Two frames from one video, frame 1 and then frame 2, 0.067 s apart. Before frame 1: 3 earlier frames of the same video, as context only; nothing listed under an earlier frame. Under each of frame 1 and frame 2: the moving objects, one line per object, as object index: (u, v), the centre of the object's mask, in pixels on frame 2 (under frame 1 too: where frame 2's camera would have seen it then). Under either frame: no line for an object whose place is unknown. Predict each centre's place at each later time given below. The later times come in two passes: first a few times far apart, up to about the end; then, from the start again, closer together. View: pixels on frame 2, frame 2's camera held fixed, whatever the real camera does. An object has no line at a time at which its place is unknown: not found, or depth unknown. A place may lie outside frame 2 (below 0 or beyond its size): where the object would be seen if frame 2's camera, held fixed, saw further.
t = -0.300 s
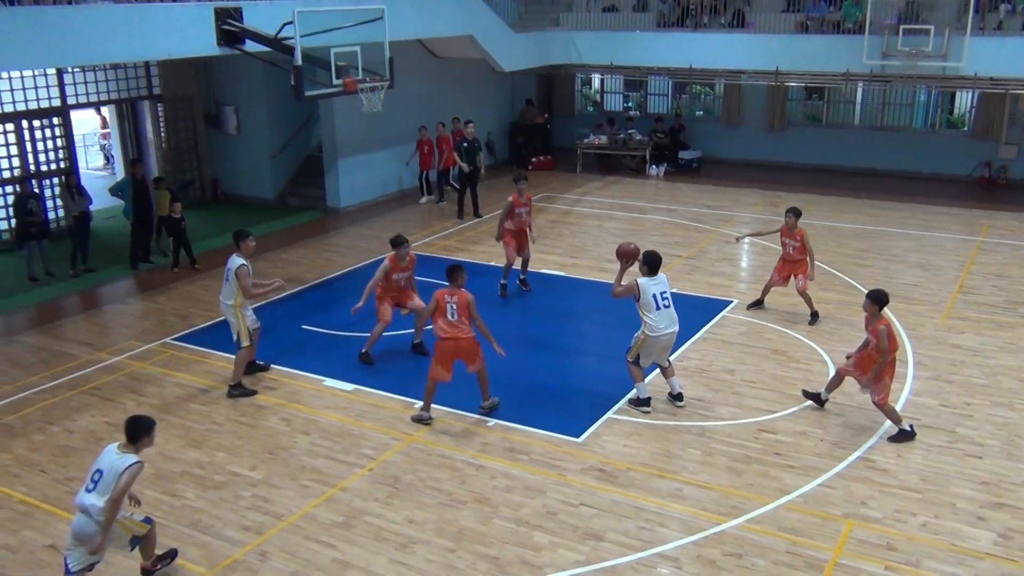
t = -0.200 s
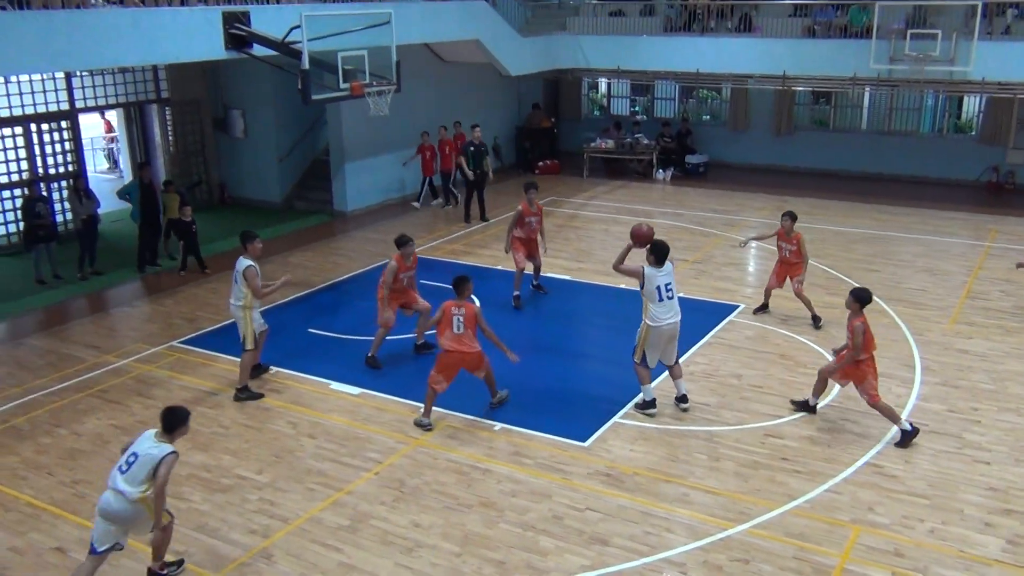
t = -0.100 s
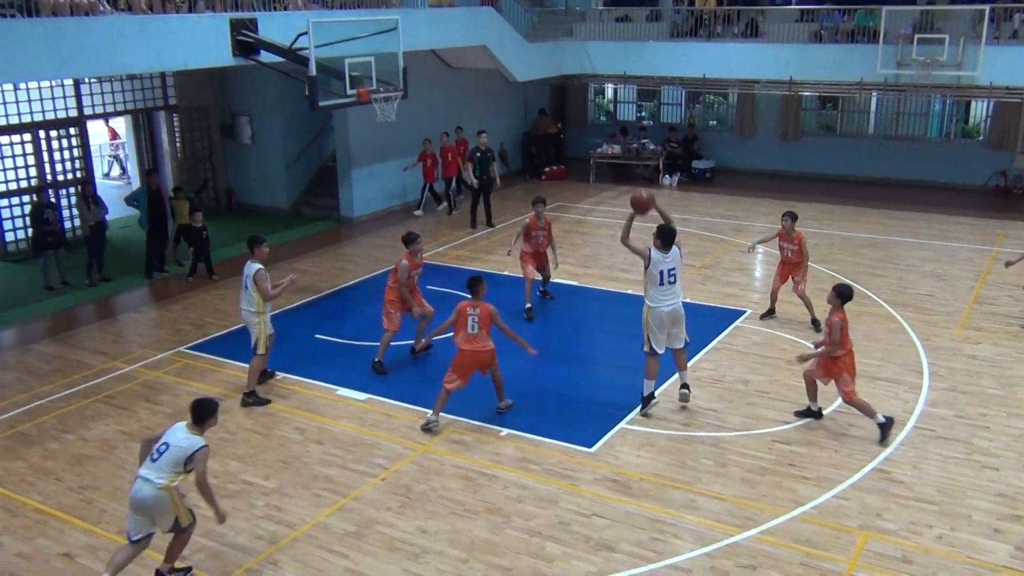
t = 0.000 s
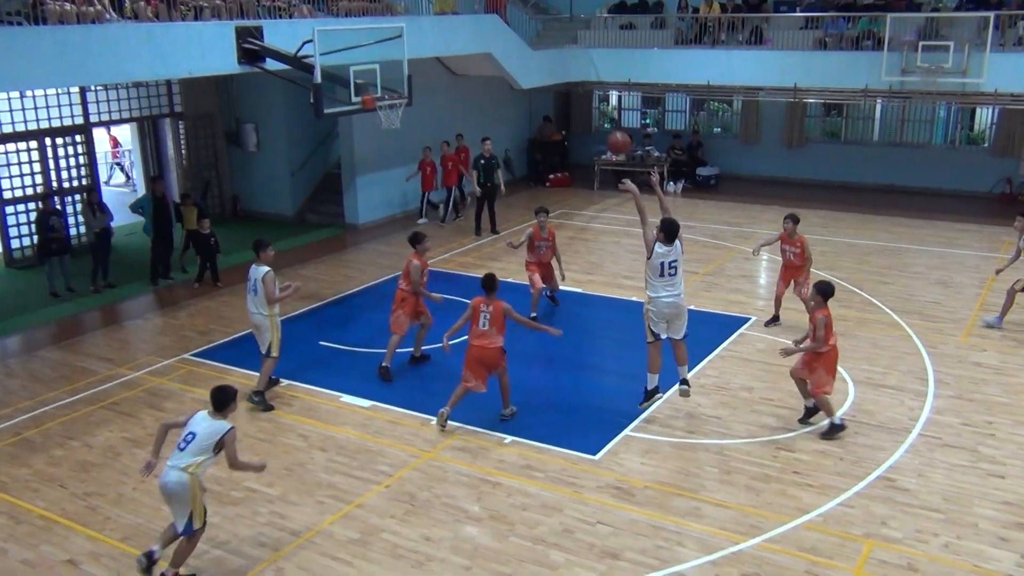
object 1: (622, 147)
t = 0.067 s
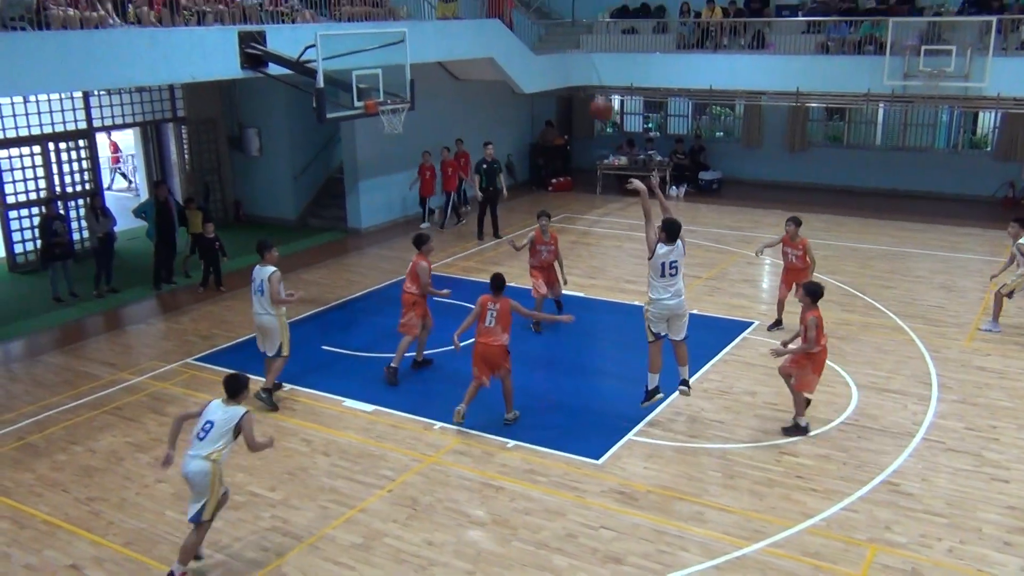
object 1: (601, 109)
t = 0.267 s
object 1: (543, 21)
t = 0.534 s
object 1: (478, -21)
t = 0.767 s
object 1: (430, -9)
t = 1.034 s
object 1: (385, 61)
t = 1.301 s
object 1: (390, 73)
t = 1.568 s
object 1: (417, 91)
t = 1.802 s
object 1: (441, 125)
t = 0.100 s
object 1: (592, 90)
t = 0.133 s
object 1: (582, 75)
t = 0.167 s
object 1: (572, 60)
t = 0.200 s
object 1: (563, 46)
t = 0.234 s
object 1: (553, 32)
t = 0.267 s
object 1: (543, 21)
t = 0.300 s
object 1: (534, 11)
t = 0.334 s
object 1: (526, 3)
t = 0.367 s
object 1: (517, -5)
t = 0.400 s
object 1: (510, -12)
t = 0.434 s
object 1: (500, -15)
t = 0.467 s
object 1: (493, -17)
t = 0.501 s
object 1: (485, -20)
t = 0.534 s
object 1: (478, -21)
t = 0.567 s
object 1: (471, -22)
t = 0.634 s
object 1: (457, -22)
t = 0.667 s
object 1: (450, -21)
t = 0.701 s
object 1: (443, -18)
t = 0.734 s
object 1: (437, -14)
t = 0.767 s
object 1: (430, -9)
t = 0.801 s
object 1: (424, -3)
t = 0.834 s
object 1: (417, 4)
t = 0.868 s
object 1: (412, 12)
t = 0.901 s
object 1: (407, 21)
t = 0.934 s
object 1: (401, 30)
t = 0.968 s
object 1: (395, 39)
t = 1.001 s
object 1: (390, 50)
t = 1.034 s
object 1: (385, 61)
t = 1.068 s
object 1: (381, 72)
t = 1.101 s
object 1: (376, 84)
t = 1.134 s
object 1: (375, 87)
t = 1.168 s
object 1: (378, 83)
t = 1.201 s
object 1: (381, 79)
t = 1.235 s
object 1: (384, 76)
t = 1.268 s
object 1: (387, 74)
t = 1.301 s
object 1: (390, 73)
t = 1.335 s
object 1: (393, 72)
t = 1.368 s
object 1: (397, 73)
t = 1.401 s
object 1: (400, 74)
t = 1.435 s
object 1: (404, 77)
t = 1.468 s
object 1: (407, 80)
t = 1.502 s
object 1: (410, 84)
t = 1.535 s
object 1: (414, 89)
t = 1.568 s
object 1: (417, 91)
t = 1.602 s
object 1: (421, 93)
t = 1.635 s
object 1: (424, 96)
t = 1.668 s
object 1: (427, 100)
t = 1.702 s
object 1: (431, 105)
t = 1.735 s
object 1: (434, 110)
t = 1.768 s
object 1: (438, 118)
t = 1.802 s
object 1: (441, 125)
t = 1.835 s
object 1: (444, 133)
